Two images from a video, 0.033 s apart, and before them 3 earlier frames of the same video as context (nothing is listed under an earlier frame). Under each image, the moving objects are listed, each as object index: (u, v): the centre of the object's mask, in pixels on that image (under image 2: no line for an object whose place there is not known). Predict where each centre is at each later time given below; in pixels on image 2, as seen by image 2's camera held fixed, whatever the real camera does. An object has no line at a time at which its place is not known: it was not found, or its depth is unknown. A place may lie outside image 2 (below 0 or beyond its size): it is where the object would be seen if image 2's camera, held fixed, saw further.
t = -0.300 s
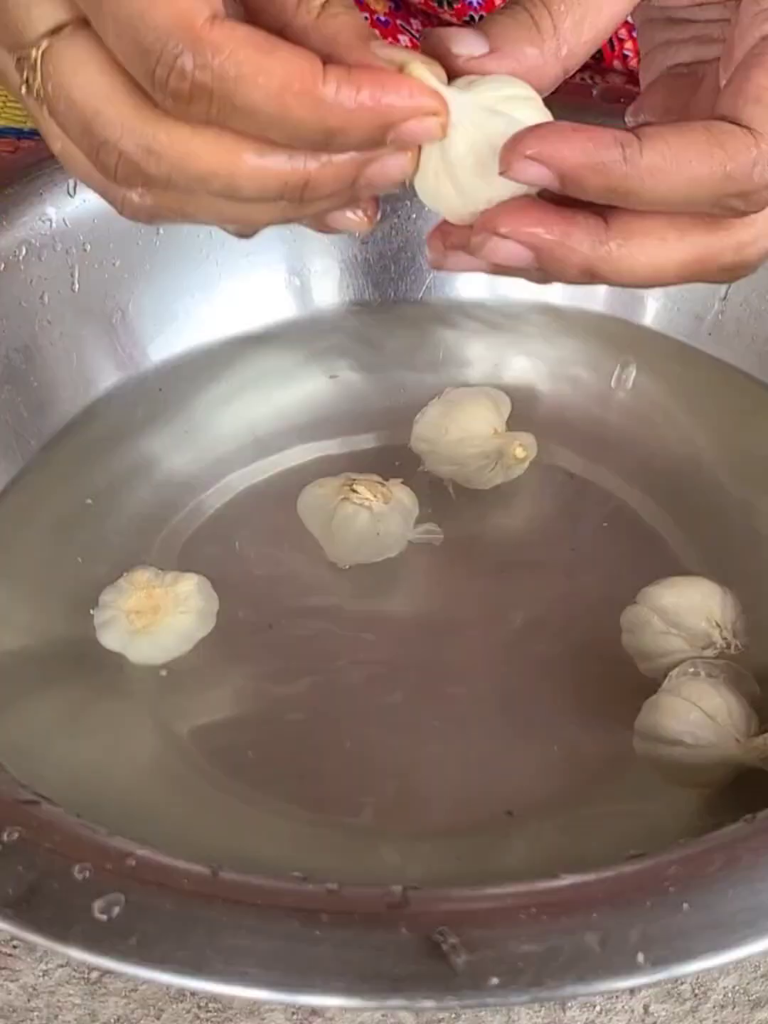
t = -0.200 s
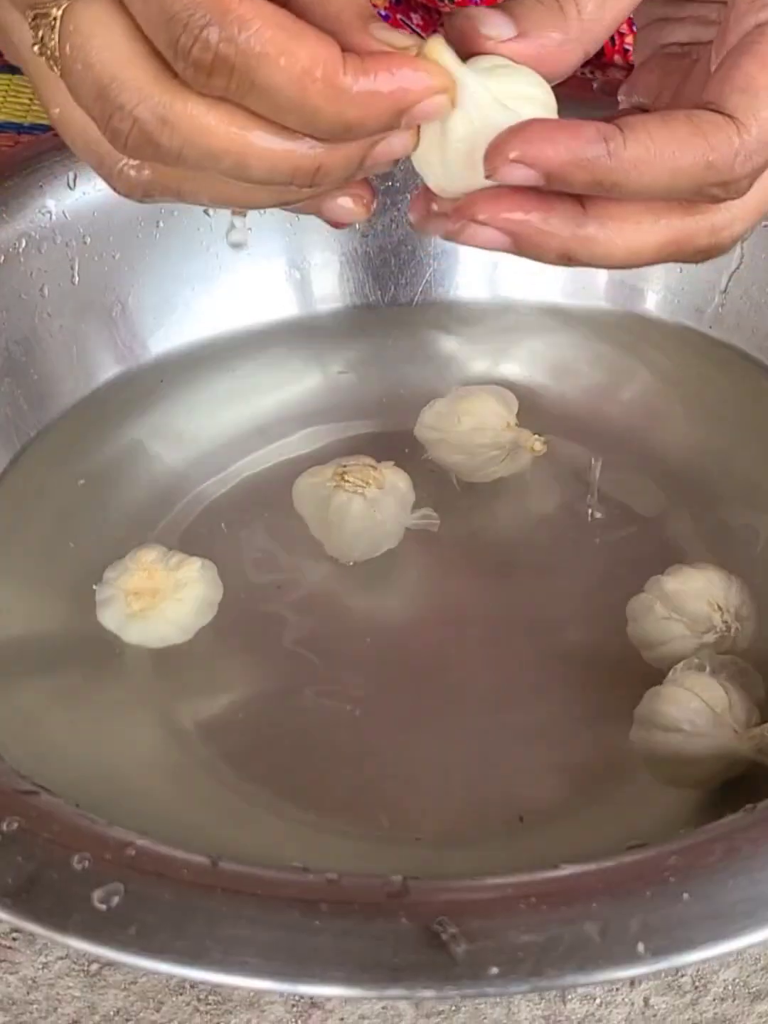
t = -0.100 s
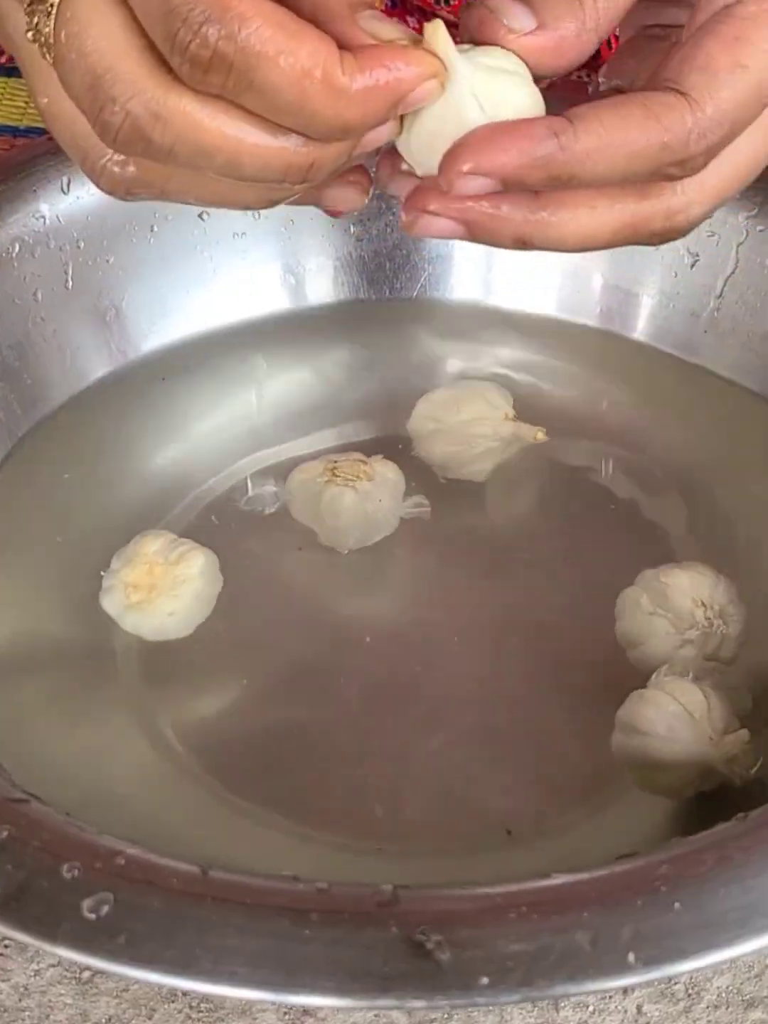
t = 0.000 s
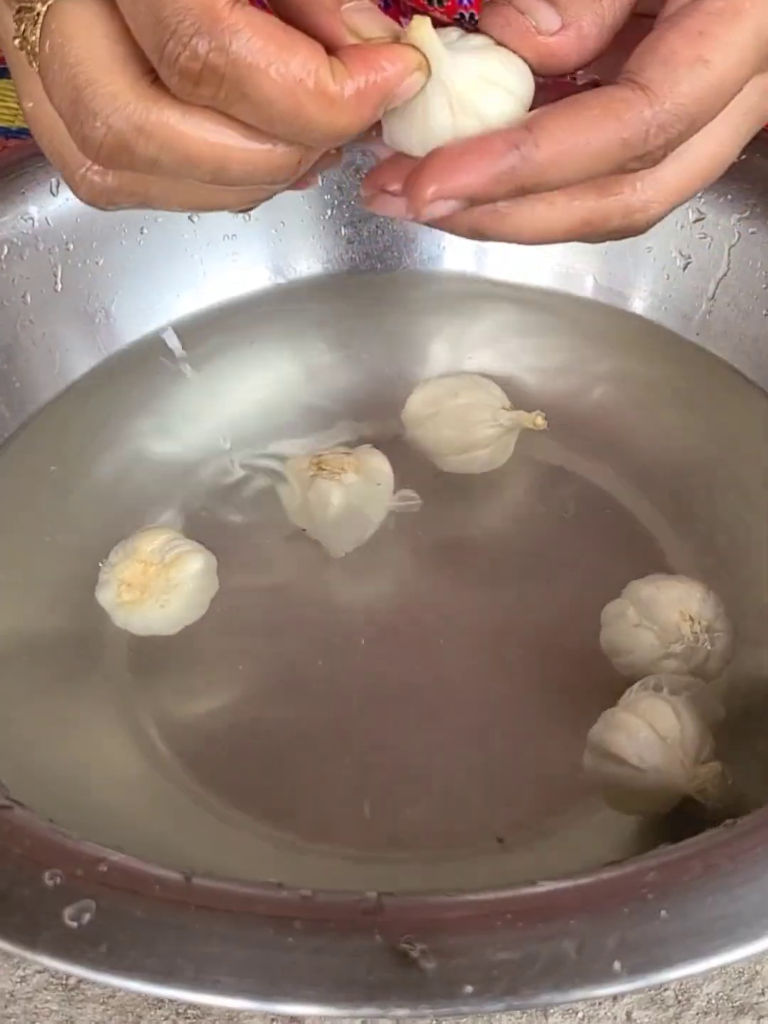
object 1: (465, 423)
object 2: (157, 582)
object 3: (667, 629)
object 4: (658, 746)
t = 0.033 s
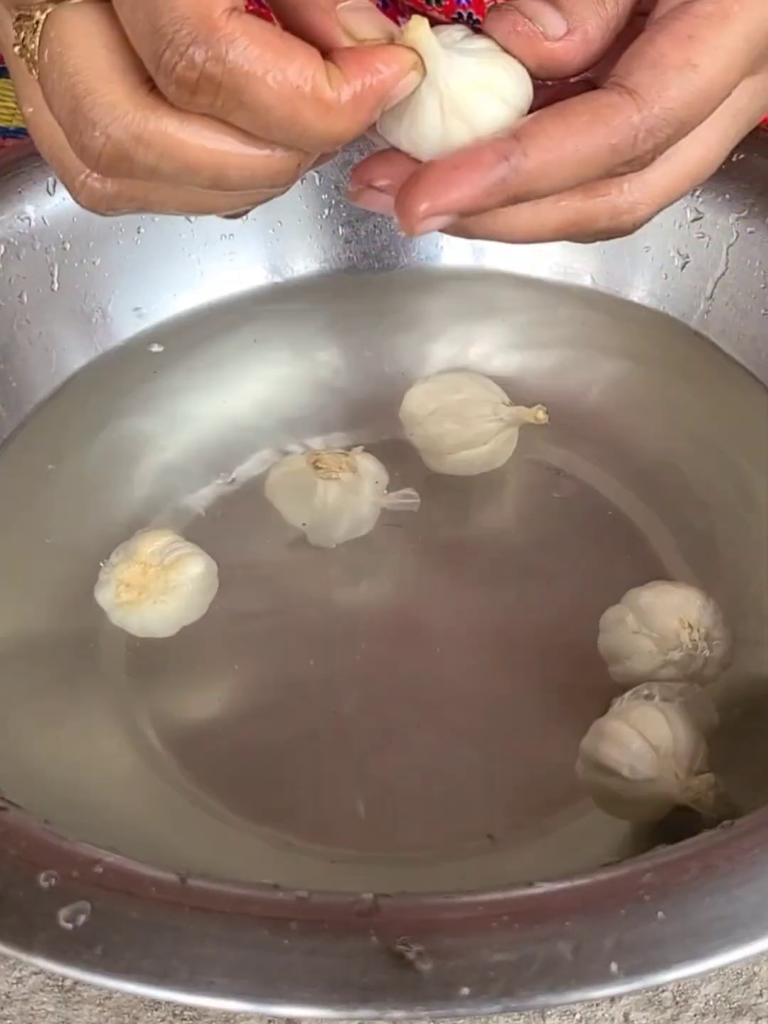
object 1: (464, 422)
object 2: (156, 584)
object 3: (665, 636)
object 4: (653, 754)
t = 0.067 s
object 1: (467, 423)
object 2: (158, 587)
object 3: (664, 641)
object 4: (647, 760)
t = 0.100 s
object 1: (470, 423)
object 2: (160, 592)
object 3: (665, 647)
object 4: (642, 767)
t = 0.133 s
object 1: (474, 427)
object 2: (162, 597)
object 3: (664, 652)
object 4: (636, 772)
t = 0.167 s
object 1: (476, 432)
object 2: (165, 604)
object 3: (663, 656)
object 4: (631, 773)
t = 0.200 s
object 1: (476, 440)
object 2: (167, 609)
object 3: (663, 660)
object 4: (626, 774)
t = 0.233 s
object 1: (478, 446)
